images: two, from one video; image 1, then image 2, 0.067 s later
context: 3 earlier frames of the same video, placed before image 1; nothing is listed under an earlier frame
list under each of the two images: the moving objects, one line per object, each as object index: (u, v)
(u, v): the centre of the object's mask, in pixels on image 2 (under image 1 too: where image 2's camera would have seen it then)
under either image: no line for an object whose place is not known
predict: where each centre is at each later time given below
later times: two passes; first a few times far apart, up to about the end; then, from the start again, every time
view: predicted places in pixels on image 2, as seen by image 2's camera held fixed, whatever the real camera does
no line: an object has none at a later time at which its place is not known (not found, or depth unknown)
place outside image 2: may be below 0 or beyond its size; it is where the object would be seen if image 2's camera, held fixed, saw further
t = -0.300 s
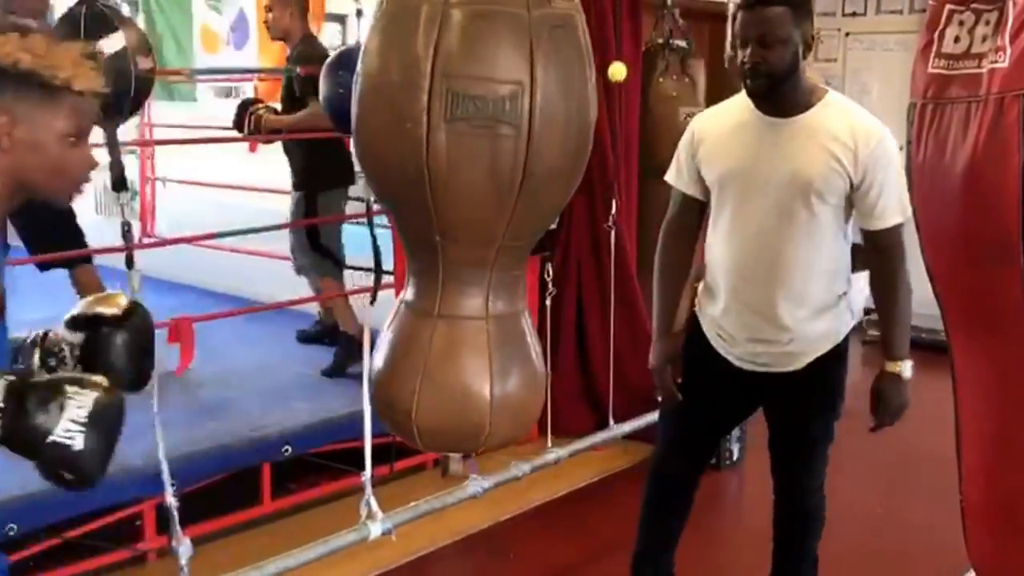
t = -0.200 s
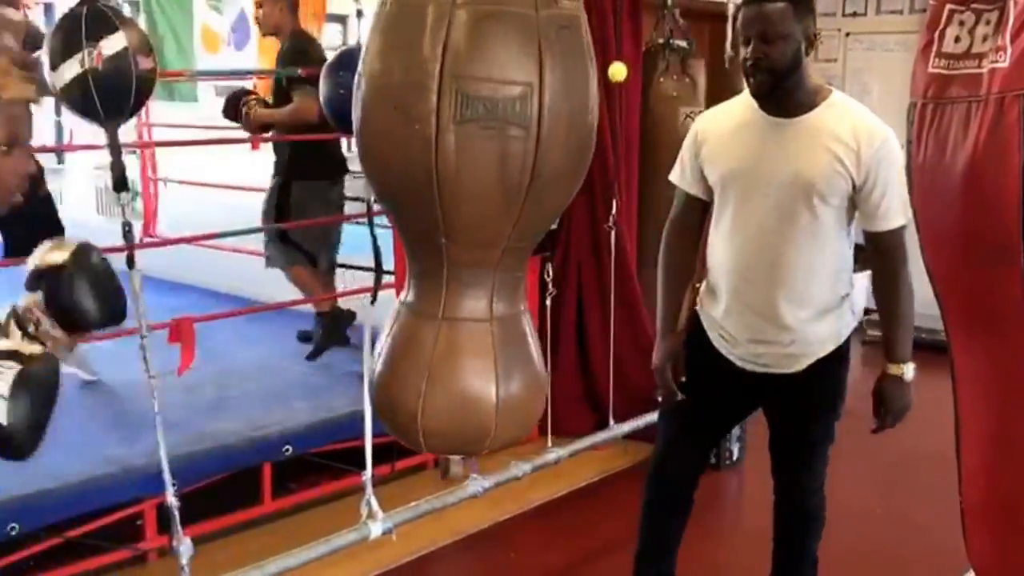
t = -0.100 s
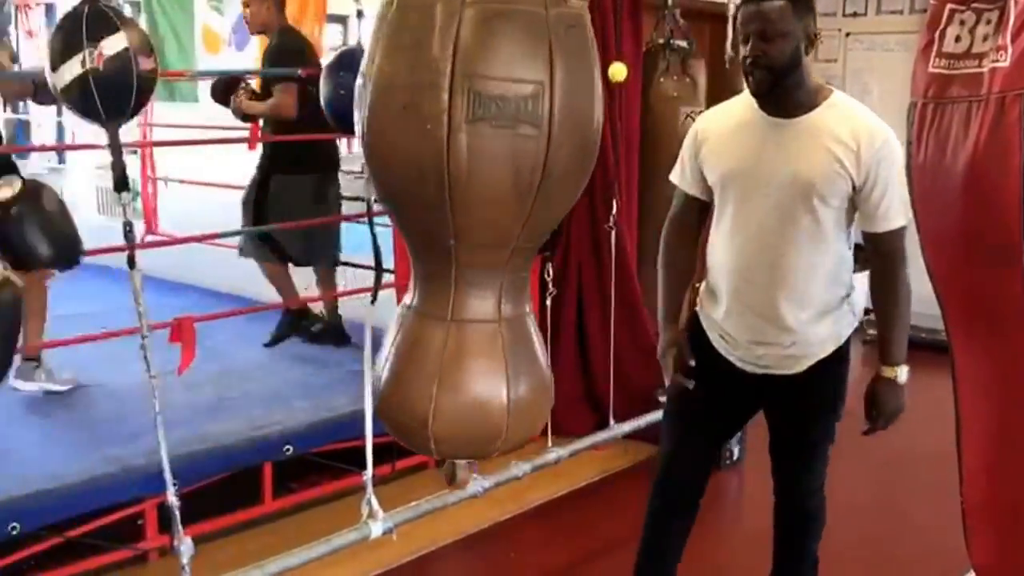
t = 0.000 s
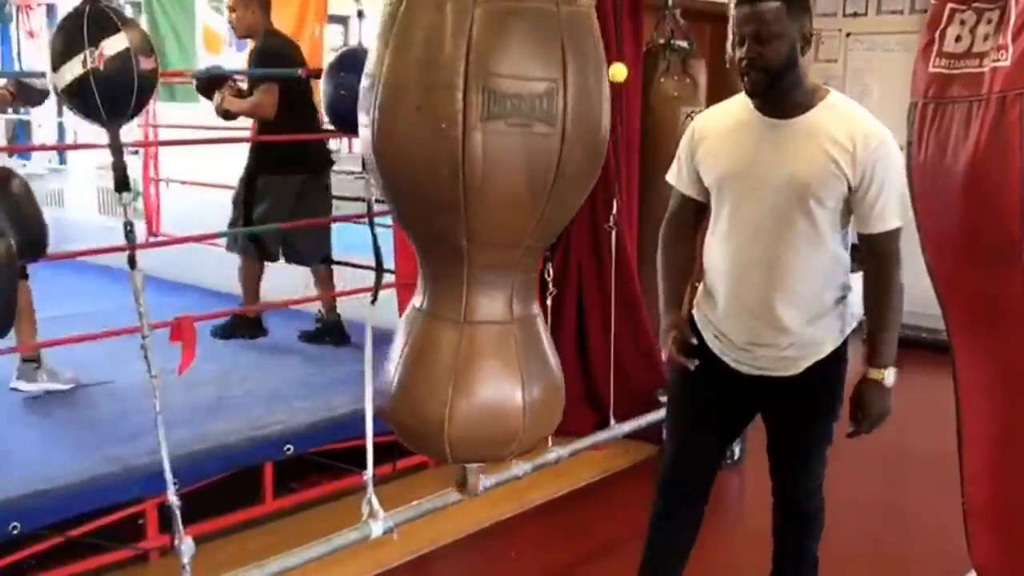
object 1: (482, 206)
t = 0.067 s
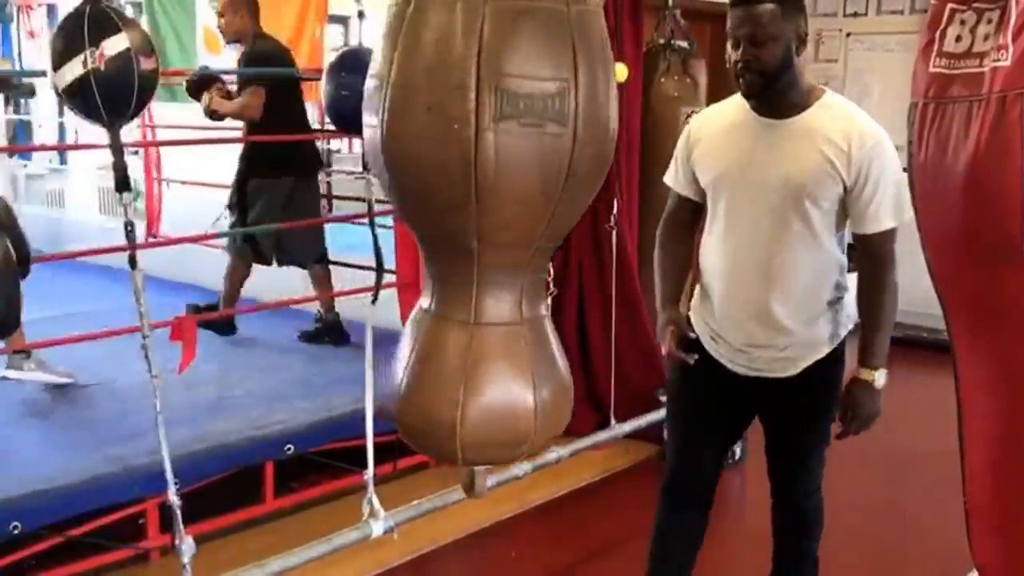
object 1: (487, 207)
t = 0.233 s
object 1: (504, 211)
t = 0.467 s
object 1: (526, 213)
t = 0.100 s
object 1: (490, 208)
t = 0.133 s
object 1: (494, 209)
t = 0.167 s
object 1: (497, 210)
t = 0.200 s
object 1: (500, 211)
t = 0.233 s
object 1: (504, 211)
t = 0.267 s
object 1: (507, 212)
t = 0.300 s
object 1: (510, 212)
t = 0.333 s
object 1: (514, 212)
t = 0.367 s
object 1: (517, 213)
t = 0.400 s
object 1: (520, 213)
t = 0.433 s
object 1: (523, 213)
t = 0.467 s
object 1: (526, 213)
